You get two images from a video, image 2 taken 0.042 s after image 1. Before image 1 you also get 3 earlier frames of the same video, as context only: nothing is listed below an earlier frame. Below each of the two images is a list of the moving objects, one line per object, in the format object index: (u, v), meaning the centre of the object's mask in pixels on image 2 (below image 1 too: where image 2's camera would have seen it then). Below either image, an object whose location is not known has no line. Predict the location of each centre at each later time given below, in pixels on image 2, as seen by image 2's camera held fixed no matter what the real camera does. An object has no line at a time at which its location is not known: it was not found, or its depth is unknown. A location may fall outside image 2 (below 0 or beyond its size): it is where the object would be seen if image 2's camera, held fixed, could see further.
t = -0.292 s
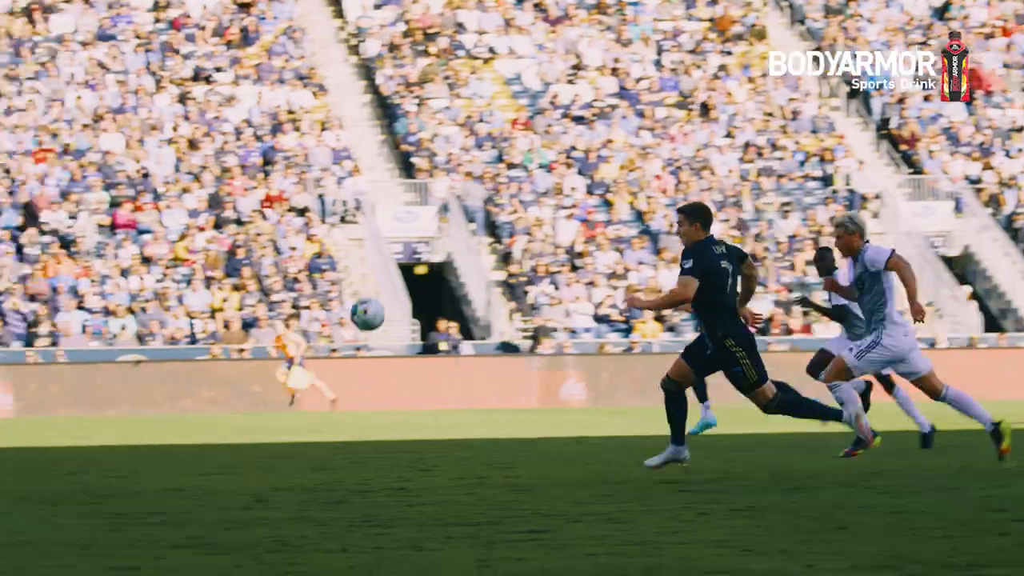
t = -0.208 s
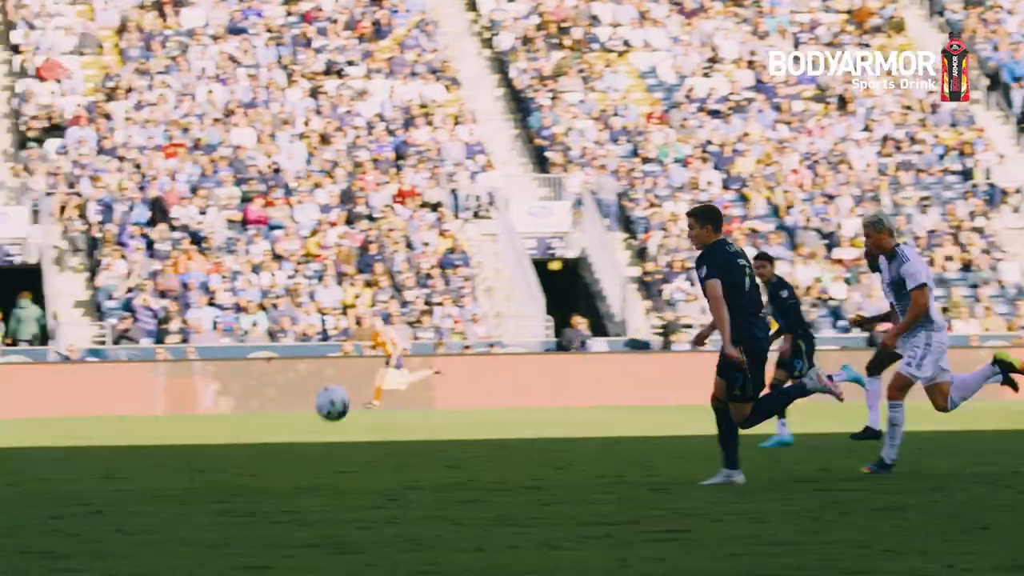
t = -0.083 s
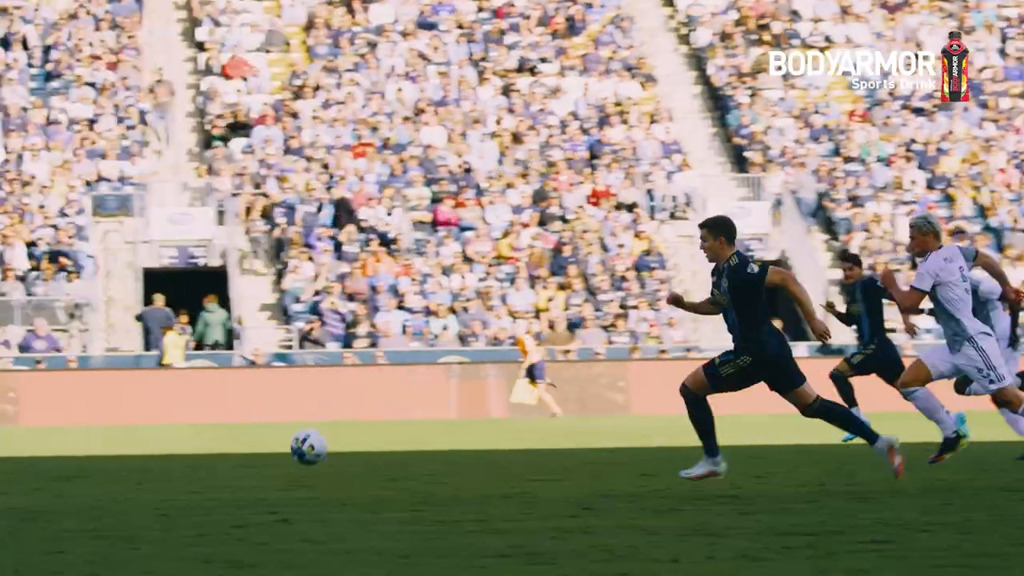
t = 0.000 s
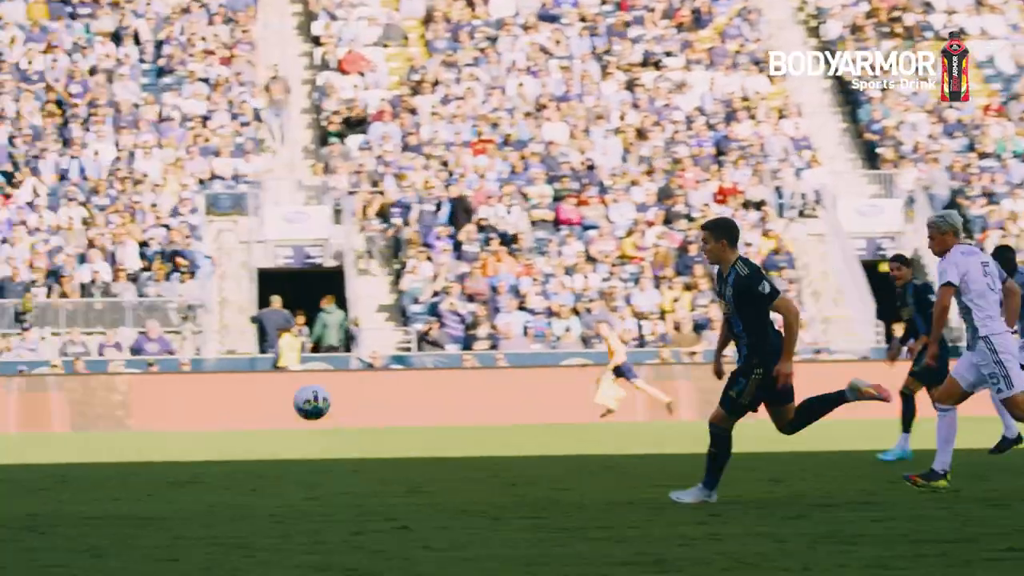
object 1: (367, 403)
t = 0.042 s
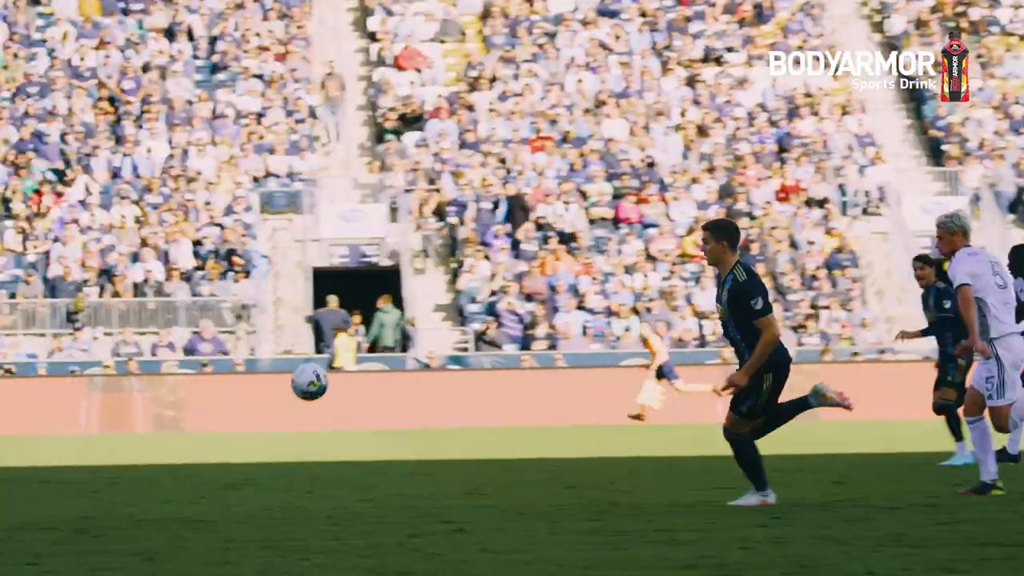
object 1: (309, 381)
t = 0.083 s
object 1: (252, 364)
